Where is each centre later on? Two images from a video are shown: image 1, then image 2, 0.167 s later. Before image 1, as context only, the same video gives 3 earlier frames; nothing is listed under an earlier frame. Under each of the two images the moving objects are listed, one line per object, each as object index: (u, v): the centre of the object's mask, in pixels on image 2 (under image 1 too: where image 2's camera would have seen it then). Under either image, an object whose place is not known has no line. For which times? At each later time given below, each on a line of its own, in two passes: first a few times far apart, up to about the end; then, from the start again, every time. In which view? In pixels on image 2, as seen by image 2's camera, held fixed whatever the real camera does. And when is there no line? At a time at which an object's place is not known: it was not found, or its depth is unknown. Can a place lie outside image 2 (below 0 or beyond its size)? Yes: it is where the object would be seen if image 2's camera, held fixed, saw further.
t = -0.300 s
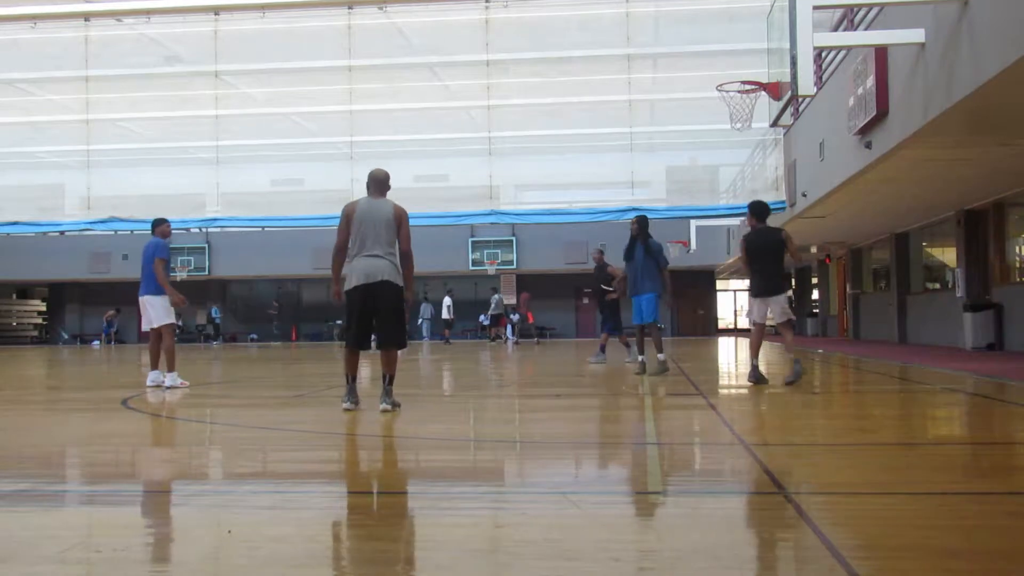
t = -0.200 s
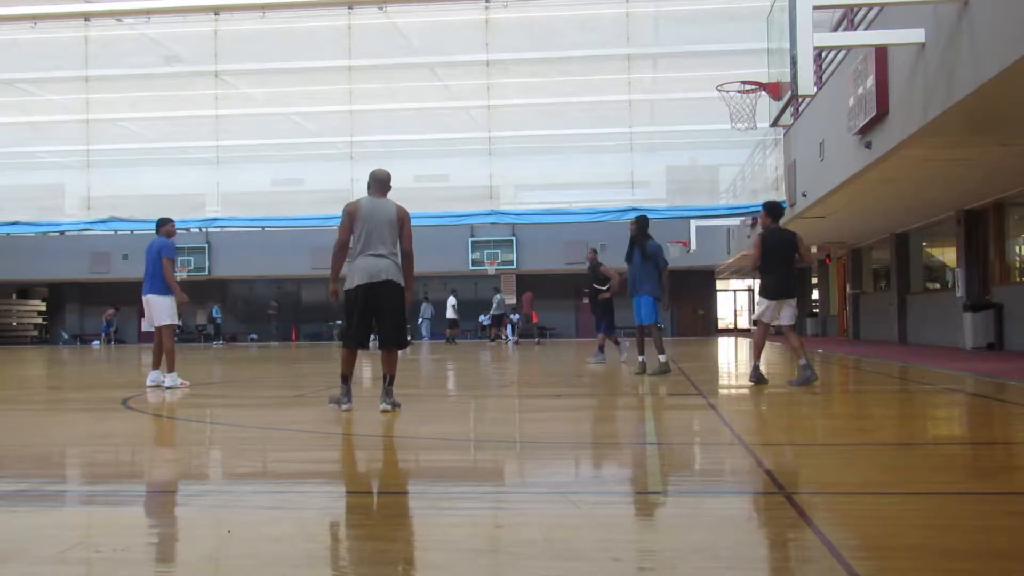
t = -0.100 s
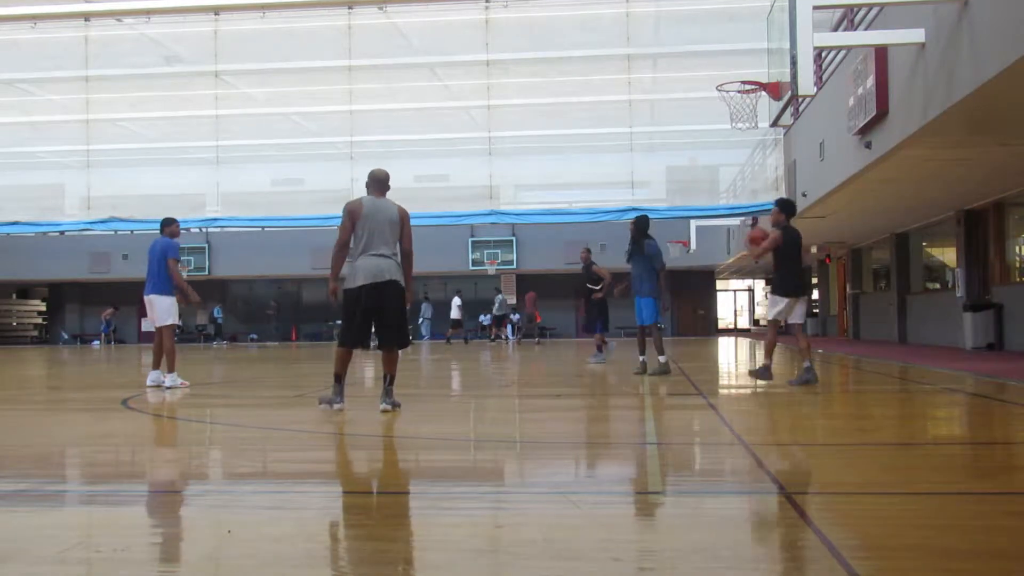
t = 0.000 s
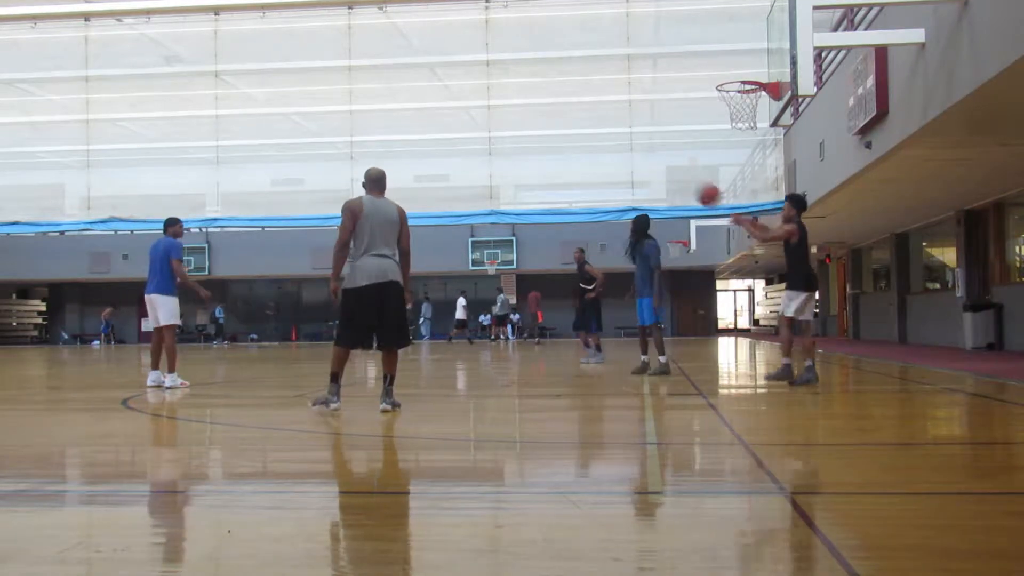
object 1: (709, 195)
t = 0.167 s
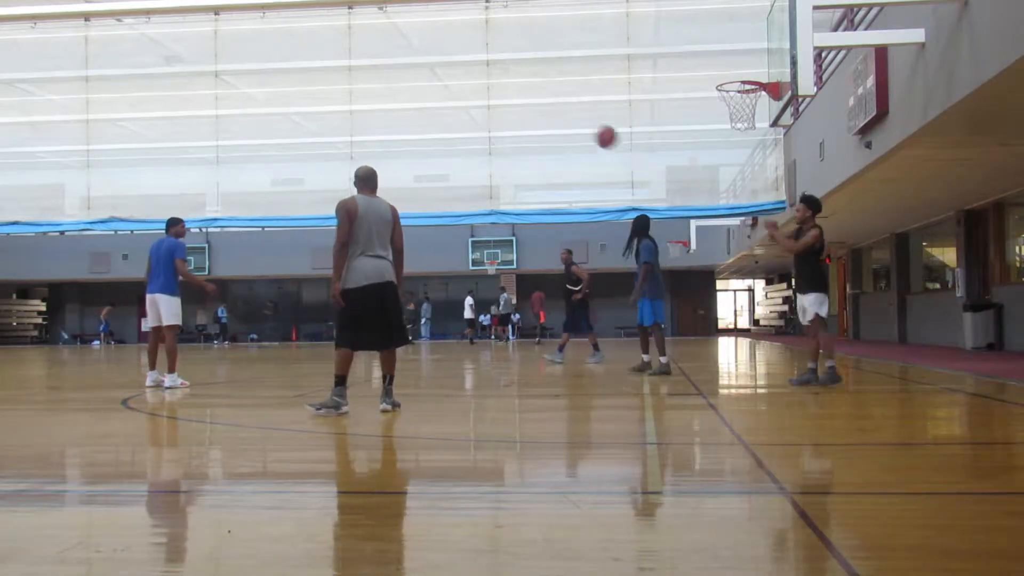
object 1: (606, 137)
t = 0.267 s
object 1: (547, 115)
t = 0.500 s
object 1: (417, 100)
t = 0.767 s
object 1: (279, 141)
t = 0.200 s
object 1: (586, 128)
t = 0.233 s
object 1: (567, 121)
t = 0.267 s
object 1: (547, 115)
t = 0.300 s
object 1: (528, 110)
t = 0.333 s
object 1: (509, 106)
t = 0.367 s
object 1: (490, 102)
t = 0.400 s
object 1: (472, 100)
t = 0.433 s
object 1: (454, 99)
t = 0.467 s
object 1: (435, 99)
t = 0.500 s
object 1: (417, 100)
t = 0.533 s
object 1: (400, 101)
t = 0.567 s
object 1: (382, 104)
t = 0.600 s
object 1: (365, 108)
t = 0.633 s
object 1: (347, 113)
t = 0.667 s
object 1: (330, 119)
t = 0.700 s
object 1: (313, 125)
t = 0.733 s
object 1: (296, 133)
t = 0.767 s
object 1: (279, 141)
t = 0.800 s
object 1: (263, 151)
